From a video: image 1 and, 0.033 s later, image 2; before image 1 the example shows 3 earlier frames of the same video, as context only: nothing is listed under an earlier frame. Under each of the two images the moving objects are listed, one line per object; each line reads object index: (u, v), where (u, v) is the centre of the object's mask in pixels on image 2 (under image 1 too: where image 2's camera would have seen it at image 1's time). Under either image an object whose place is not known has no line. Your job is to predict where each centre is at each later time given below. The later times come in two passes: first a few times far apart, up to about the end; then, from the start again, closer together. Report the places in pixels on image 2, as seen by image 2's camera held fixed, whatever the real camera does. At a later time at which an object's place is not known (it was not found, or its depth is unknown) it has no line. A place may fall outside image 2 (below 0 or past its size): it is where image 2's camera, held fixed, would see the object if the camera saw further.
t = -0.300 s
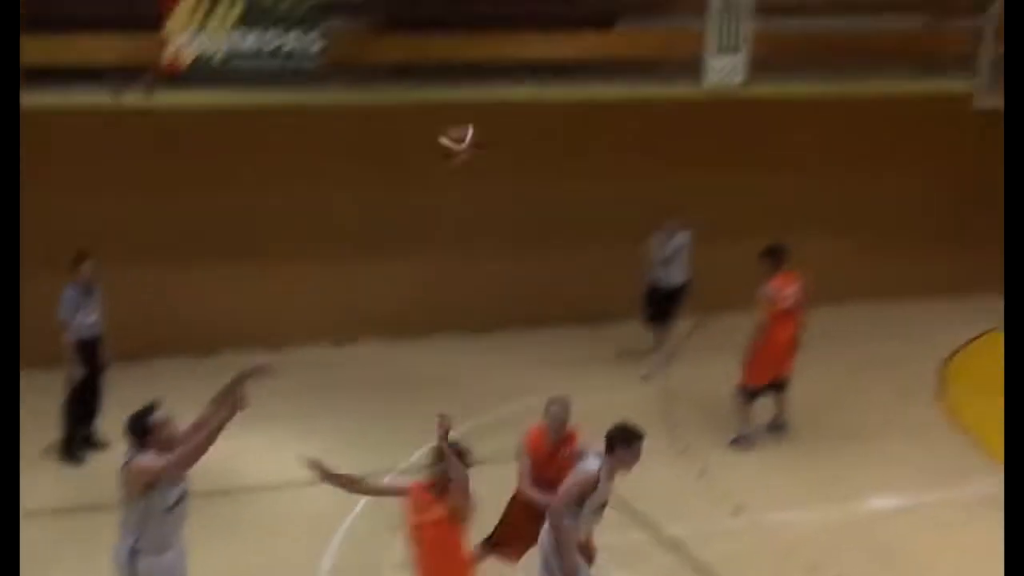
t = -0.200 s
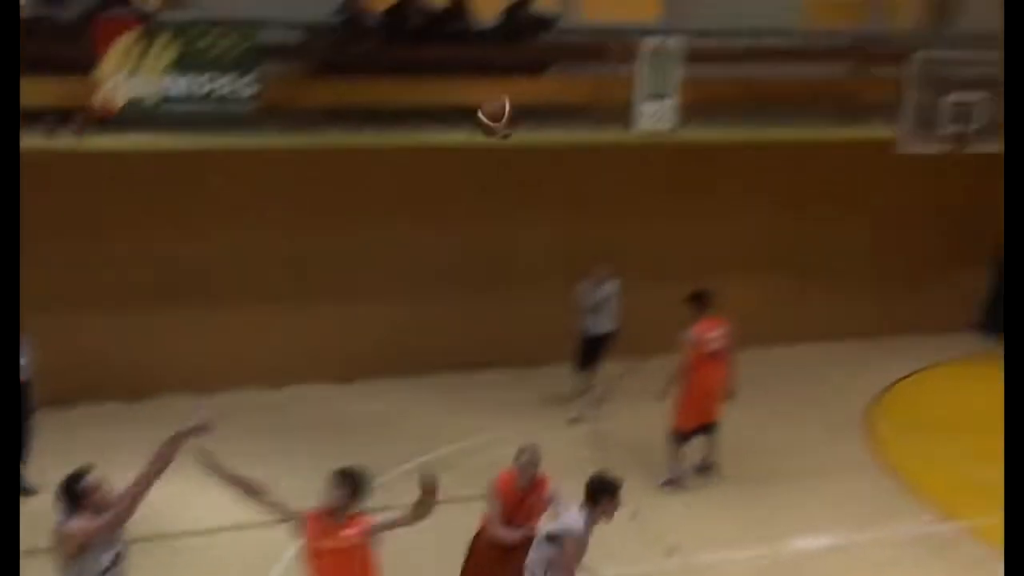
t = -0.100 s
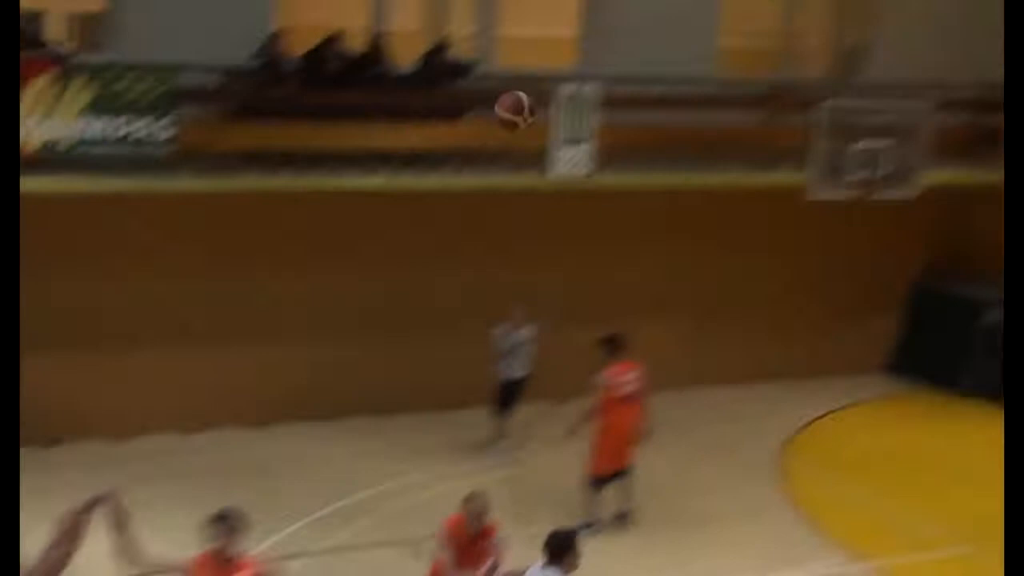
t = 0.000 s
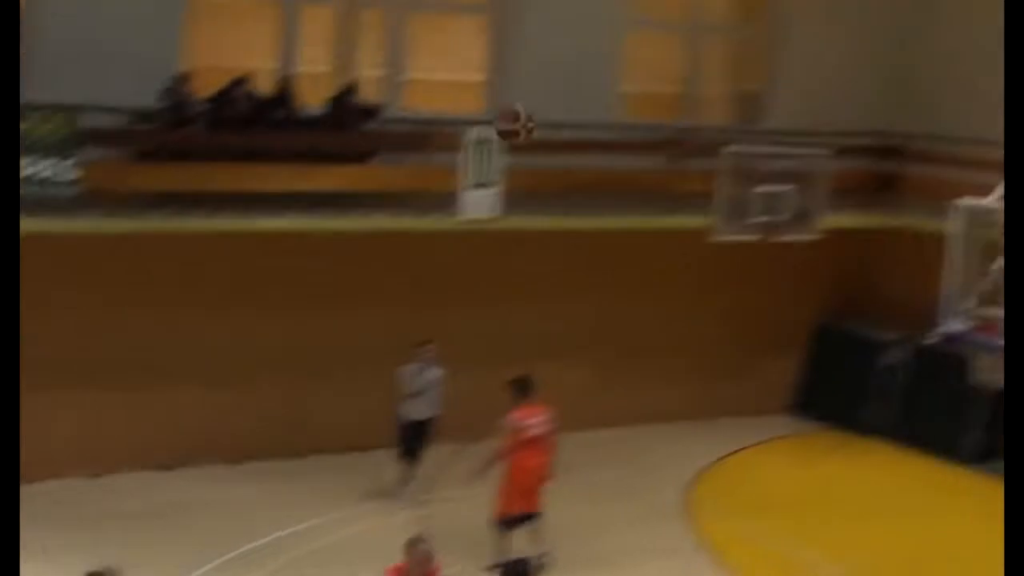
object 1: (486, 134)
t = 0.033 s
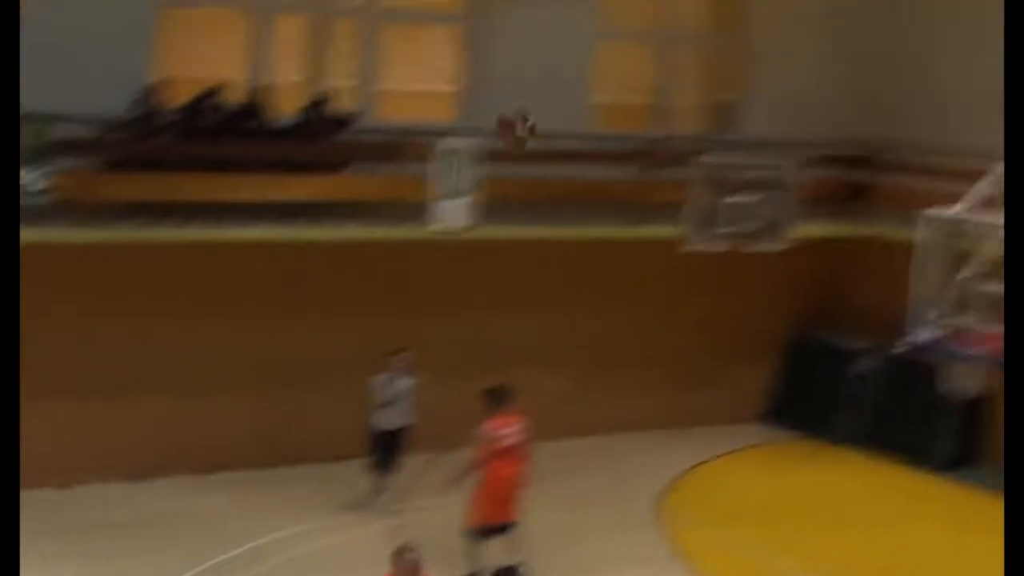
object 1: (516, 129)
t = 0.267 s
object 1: (685, 129)
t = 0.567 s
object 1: (867, 237)
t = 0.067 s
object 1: (538, 121)
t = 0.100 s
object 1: (567, 120)
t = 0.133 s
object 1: (592, 117)
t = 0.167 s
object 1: (615, 119)
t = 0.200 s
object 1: (642, 120)
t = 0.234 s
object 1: (666, 125)
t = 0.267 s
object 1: (685, 129)
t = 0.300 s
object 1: (711, 132)
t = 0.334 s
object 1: (735, 144)
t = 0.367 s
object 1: (753, 153)
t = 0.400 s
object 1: (780, 160)
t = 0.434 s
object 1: (801, 175)
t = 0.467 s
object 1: (818, 188)
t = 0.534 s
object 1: (851, 220)
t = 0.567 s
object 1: (867, 237)
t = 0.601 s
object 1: (888, 254)
